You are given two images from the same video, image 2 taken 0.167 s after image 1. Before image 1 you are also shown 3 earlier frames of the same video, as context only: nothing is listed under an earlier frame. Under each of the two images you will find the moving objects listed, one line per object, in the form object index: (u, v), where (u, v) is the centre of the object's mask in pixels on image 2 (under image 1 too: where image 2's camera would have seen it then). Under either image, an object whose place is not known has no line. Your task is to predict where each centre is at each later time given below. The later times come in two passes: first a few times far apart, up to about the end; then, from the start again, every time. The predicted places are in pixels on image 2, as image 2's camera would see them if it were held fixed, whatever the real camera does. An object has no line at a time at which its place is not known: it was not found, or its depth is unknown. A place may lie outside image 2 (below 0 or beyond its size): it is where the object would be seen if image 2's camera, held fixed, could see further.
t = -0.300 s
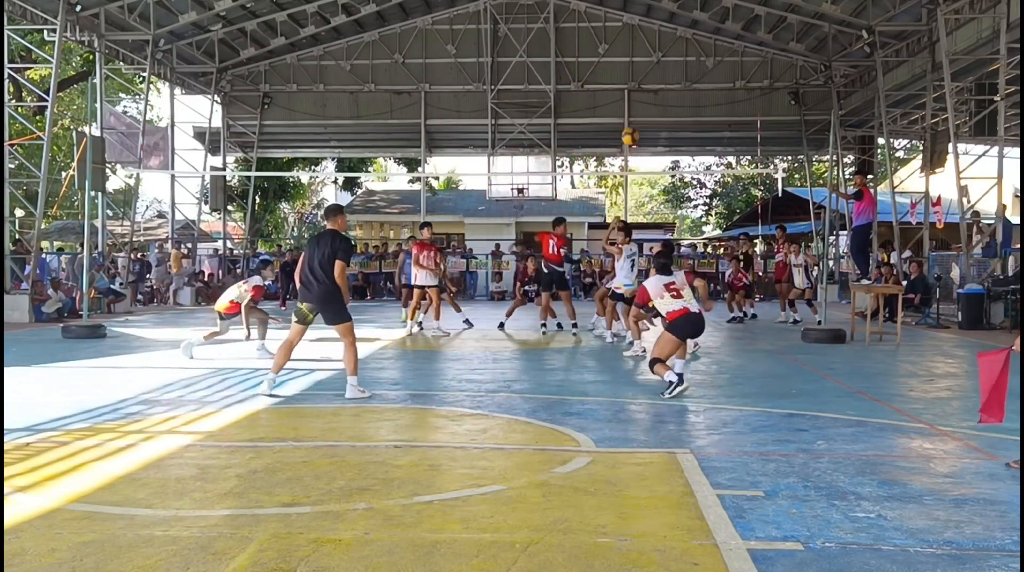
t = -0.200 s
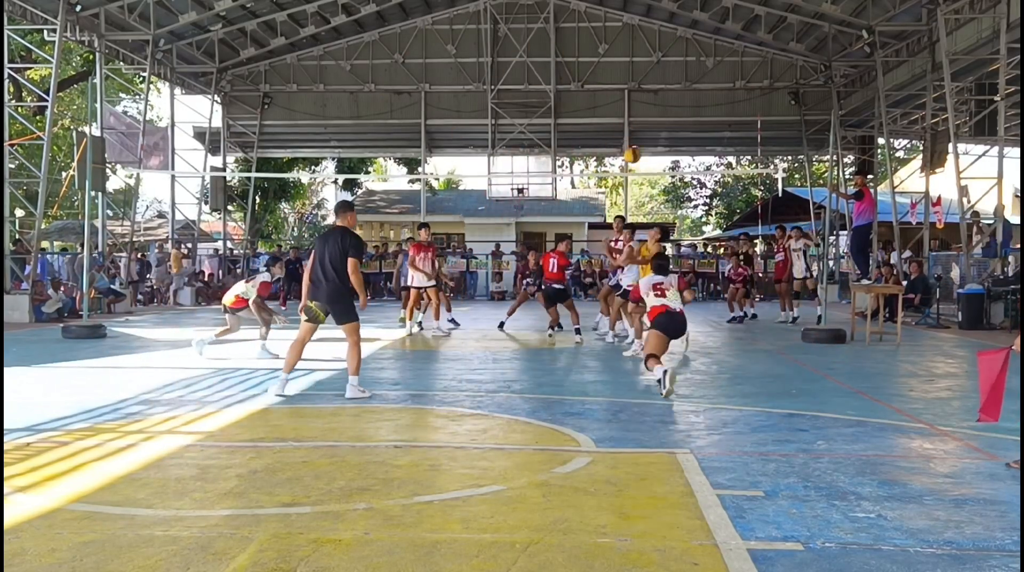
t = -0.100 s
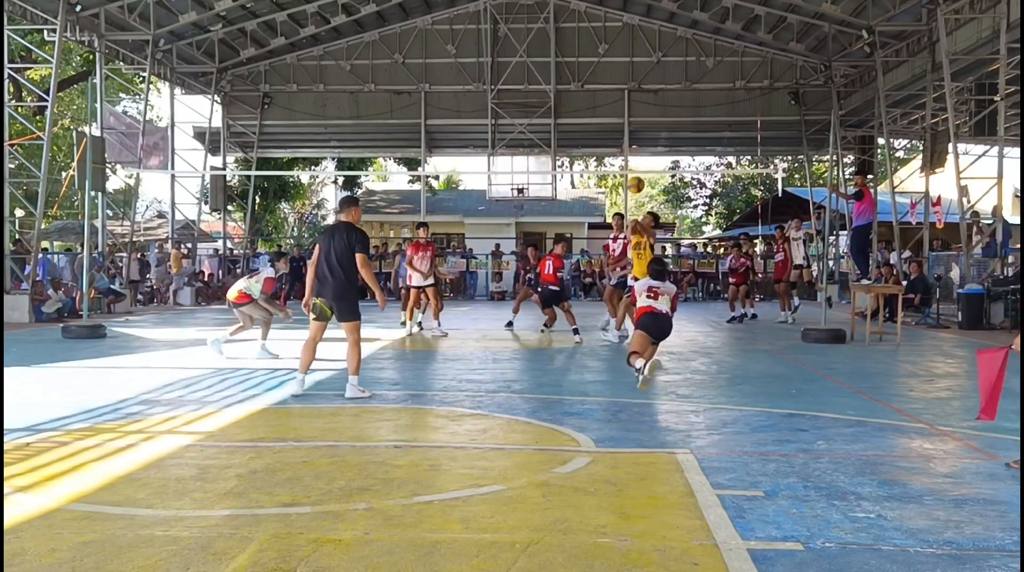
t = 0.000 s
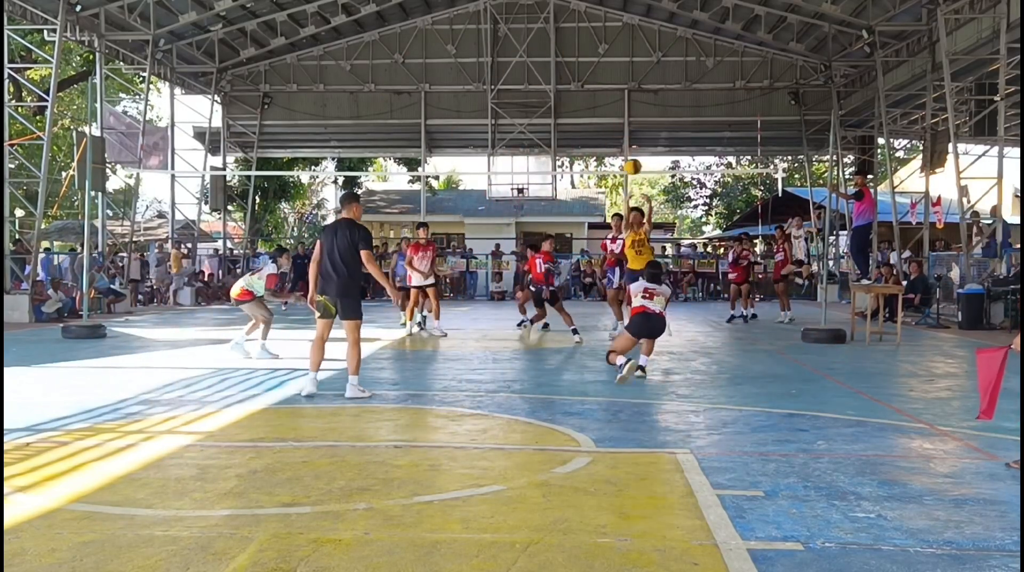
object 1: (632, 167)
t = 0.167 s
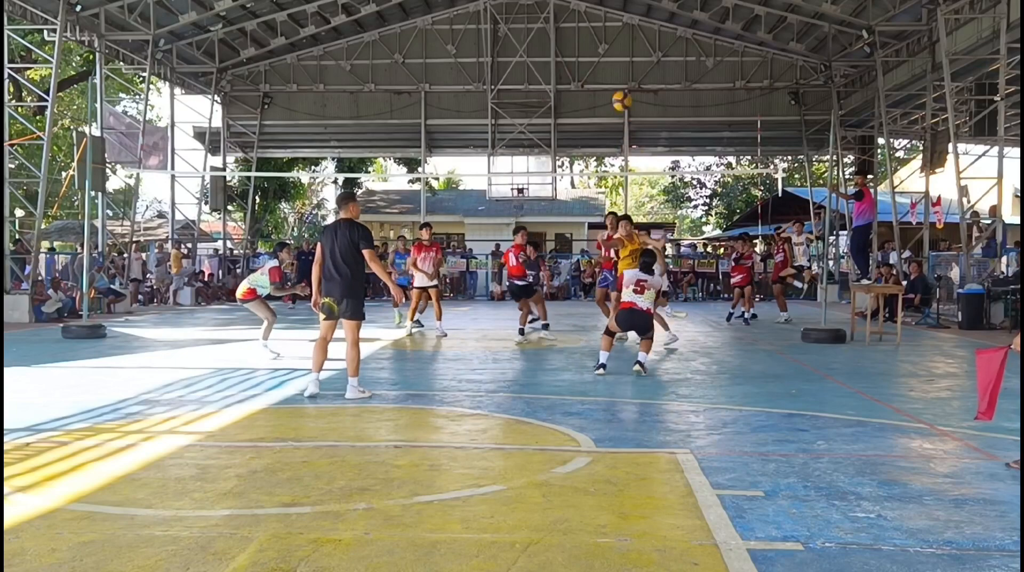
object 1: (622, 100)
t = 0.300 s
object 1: (612, 64)
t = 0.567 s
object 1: (591, 38)
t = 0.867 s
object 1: (561, 106)
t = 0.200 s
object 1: (620, 90)
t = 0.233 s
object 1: (618, 81)
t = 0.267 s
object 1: (615, 72)
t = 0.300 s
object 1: (612, 64)
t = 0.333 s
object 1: (610, 56)
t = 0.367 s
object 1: (607, 51)
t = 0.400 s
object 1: (605, 46)
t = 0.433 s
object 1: (602, 42)
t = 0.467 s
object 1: (600, 40)
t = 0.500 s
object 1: (596, 38)
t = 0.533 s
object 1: (594, 37)
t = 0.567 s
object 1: (591, 38)
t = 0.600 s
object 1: (588, 41)
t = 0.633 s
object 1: (585, 44)
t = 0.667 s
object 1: (582, 48)
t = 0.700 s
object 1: (578, 54)
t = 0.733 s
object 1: (575, 61)
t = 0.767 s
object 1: (572, 71)
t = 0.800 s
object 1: (568, 81)
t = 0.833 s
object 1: (565, 93)
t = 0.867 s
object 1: (561, 106)
